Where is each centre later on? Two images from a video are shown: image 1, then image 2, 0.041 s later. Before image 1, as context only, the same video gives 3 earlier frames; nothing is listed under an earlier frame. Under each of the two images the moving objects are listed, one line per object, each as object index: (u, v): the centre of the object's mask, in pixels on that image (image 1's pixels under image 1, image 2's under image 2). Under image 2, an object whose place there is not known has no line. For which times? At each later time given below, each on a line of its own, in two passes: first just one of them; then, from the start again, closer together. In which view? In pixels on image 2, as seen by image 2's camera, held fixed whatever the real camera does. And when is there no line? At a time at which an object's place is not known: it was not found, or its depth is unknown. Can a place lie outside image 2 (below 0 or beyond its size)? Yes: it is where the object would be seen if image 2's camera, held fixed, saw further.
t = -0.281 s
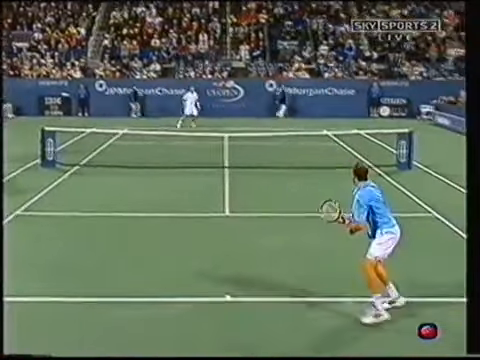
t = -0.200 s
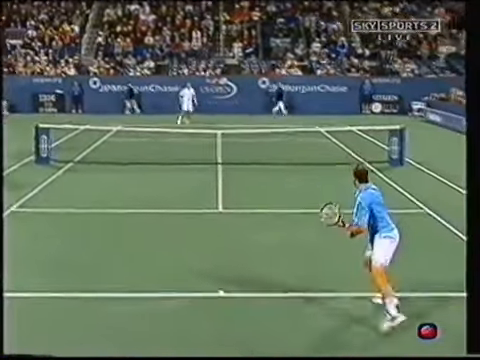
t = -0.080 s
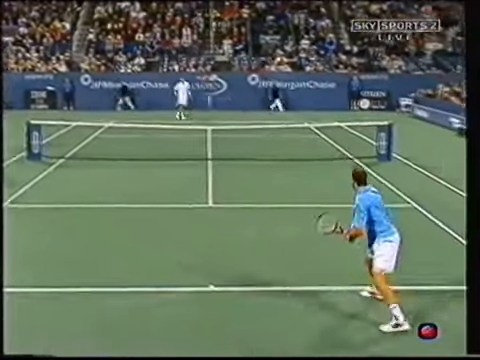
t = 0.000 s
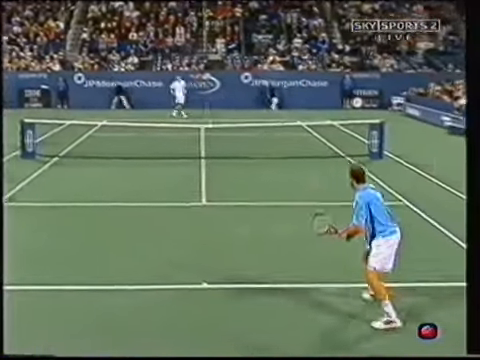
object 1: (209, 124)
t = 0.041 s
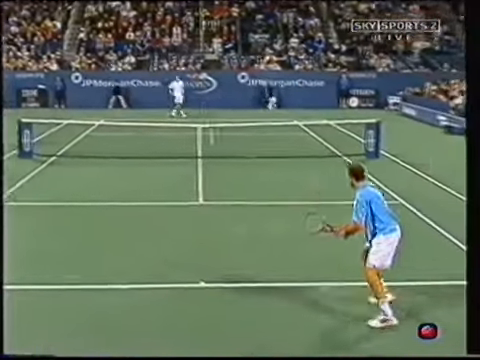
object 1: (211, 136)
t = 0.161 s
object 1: (223, 186)
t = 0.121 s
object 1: (220, 172)
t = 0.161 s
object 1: (223, 186)
